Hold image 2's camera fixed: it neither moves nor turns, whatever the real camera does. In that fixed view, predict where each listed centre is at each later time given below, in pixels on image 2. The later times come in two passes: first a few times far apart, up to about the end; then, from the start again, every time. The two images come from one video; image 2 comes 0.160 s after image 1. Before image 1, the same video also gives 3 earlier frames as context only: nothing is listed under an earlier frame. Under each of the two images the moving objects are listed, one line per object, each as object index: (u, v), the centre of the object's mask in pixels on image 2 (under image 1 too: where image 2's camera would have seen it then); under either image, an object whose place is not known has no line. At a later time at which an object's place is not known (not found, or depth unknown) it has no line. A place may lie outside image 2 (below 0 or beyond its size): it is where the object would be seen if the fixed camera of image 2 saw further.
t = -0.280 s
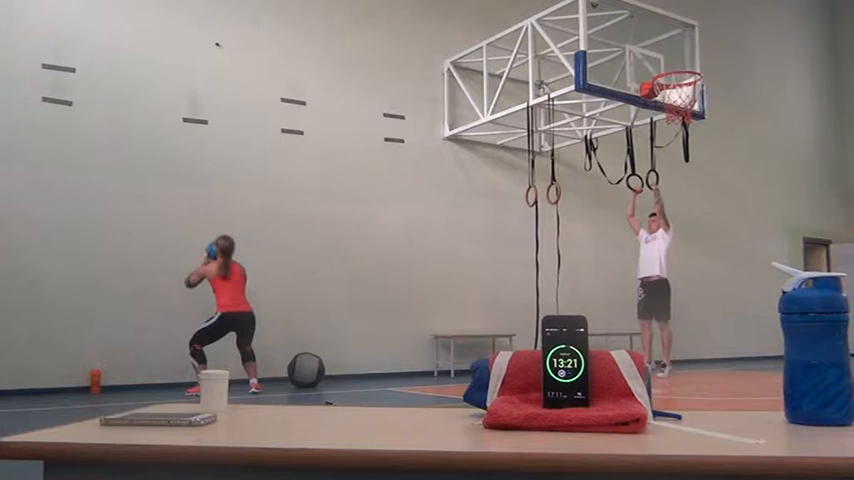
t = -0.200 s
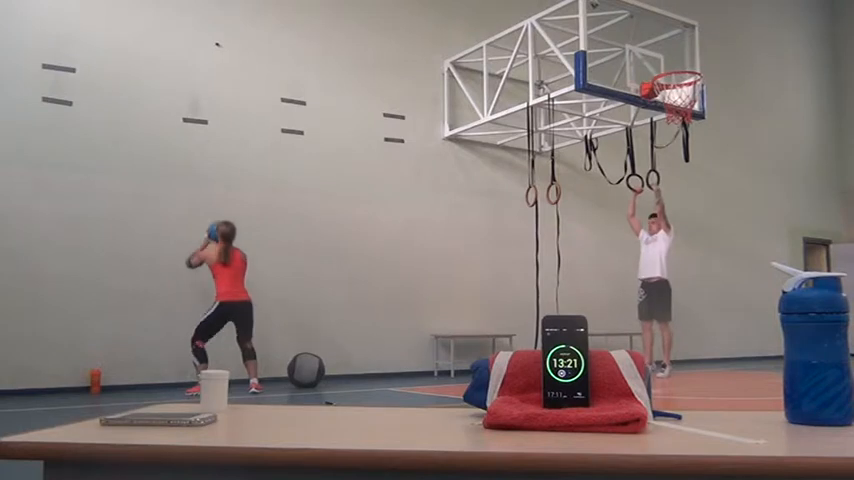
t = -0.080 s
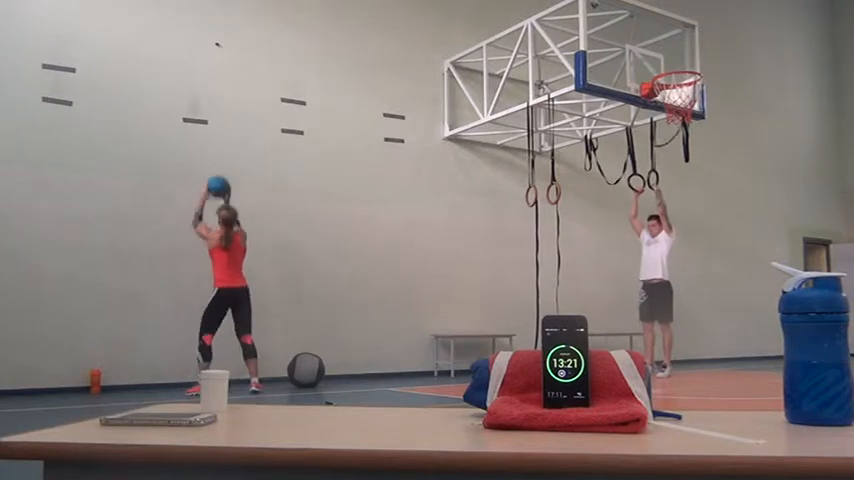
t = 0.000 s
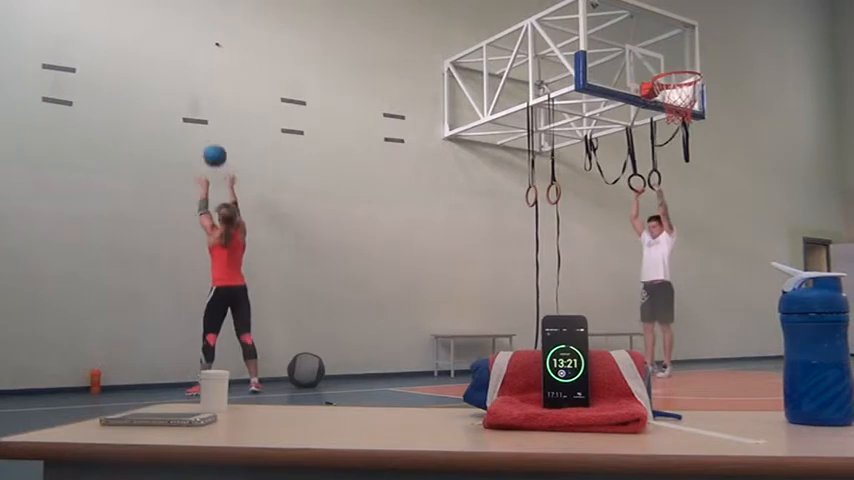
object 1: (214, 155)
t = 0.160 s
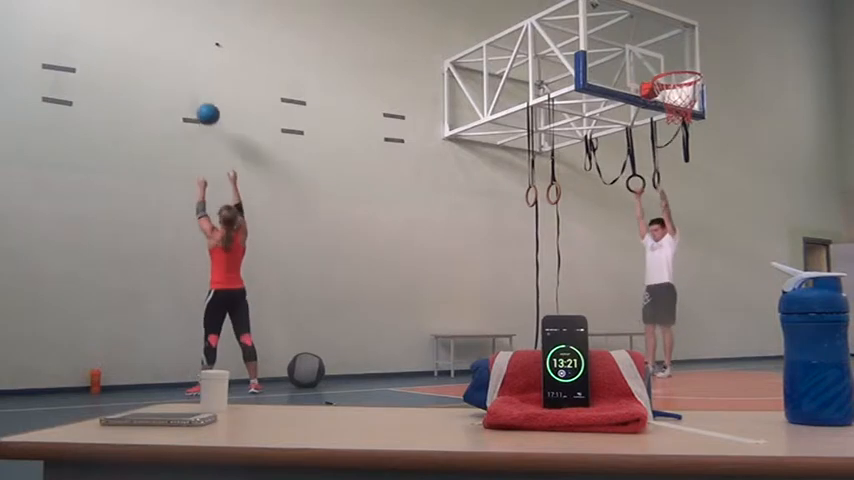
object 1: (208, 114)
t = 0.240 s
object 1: (204, 102)
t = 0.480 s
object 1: (202, 100)
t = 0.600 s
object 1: (203, 118)
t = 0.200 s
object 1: (206, 107)
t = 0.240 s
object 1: (204, 102)
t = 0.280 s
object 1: (202, 99)
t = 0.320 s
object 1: (201, 97)
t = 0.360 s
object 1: (200, 97)
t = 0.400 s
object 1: (200, 97)
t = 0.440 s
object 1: (201, 98)
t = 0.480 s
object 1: (202, 100)
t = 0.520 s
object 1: (202, 105)
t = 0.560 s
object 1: (203, 110)
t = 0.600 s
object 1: (203, 118)
